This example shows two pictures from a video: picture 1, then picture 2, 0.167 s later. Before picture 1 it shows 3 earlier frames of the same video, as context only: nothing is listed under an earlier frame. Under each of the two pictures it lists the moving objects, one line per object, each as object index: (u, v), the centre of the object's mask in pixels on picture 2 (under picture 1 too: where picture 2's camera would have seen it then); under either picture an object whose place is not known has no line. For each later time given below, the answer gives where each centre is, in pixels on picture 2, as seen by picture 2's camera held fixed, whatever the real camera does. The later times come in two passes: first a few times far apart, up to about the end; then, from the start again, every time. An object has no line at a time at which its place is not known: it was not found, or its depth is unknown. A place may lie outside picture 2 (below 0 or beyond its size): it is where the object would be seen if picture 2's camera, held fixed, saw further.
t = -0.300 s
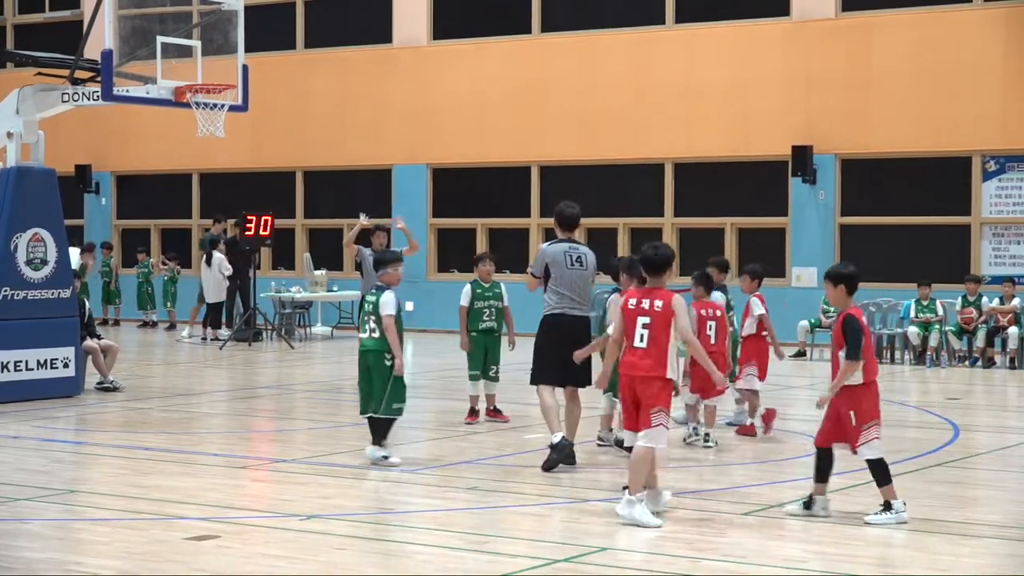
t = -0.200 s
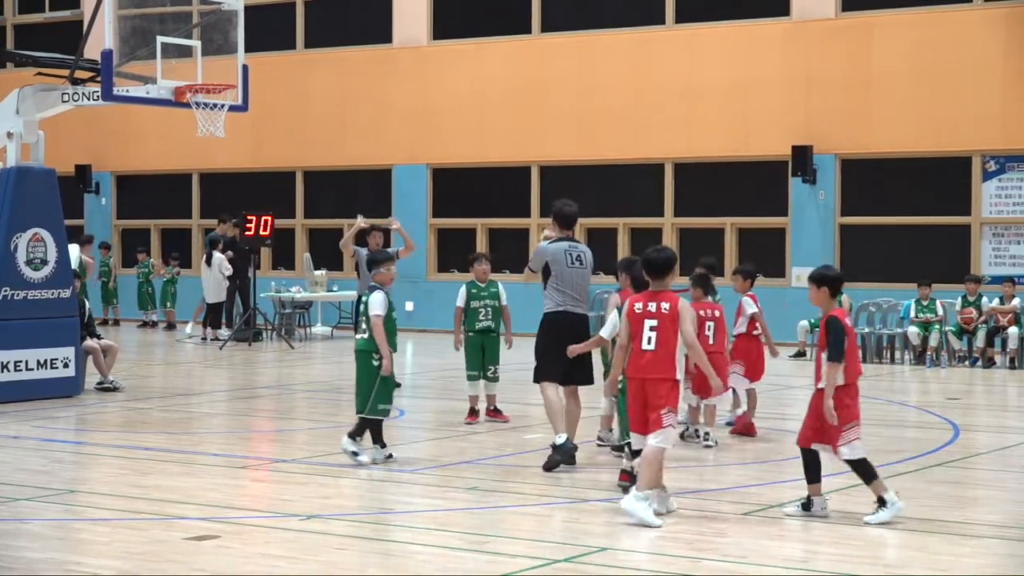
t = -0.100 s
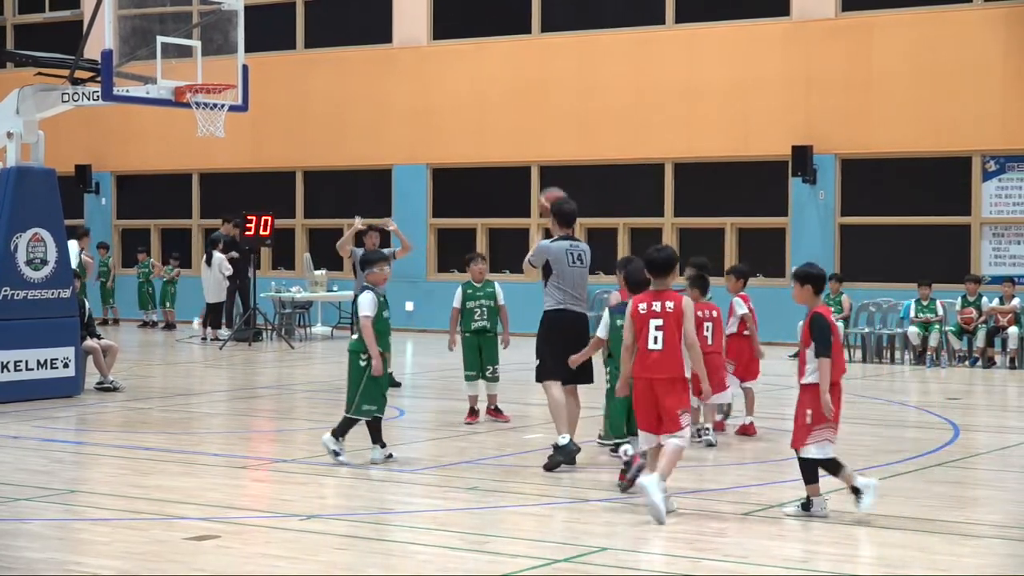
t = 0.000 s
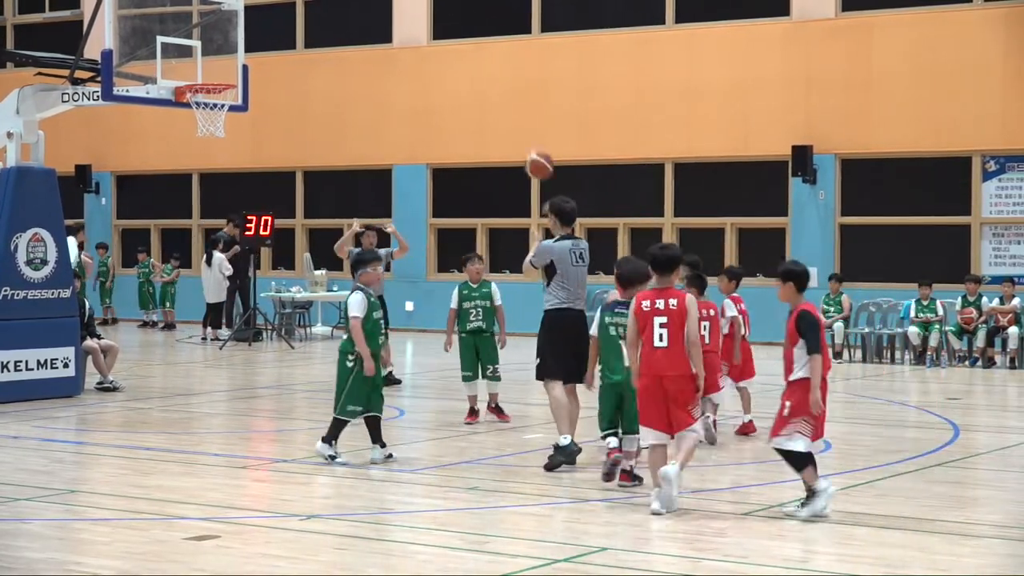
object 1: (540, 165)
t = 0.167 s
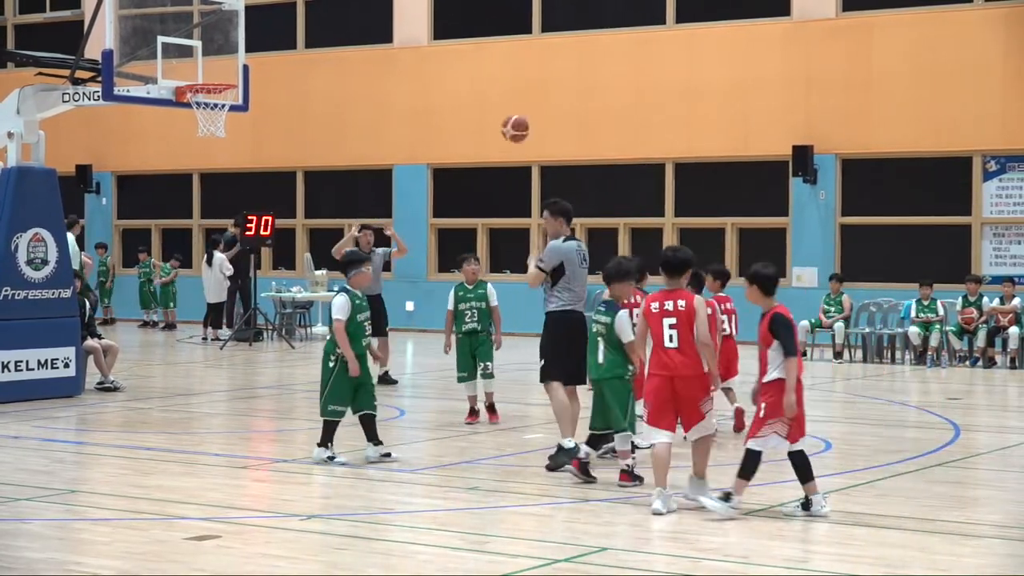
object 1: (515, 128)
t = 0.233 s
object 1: (507, 124)
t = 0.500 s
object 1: (475, 157)
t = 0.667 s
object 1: (458, 207)
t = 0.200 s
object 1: (511, 126)
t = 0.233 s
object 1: (507, 124)
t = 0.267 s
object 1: (503, 124)
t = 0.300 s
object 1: (499, 125)
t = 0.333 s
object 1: (494, 128)
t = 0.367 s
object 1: (490, 131)
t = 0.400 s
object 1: (486, 135)
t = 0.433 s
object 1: (483, 141)
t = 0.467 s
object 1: (479, 148)
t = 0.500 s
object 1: (475, 157)
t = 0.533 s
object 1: (472, 165)
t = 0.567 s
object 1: (467, 174)
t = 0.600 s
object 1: (464, 185)
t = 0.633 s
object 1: (461, 196)
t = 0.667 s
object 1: (458, 207)
